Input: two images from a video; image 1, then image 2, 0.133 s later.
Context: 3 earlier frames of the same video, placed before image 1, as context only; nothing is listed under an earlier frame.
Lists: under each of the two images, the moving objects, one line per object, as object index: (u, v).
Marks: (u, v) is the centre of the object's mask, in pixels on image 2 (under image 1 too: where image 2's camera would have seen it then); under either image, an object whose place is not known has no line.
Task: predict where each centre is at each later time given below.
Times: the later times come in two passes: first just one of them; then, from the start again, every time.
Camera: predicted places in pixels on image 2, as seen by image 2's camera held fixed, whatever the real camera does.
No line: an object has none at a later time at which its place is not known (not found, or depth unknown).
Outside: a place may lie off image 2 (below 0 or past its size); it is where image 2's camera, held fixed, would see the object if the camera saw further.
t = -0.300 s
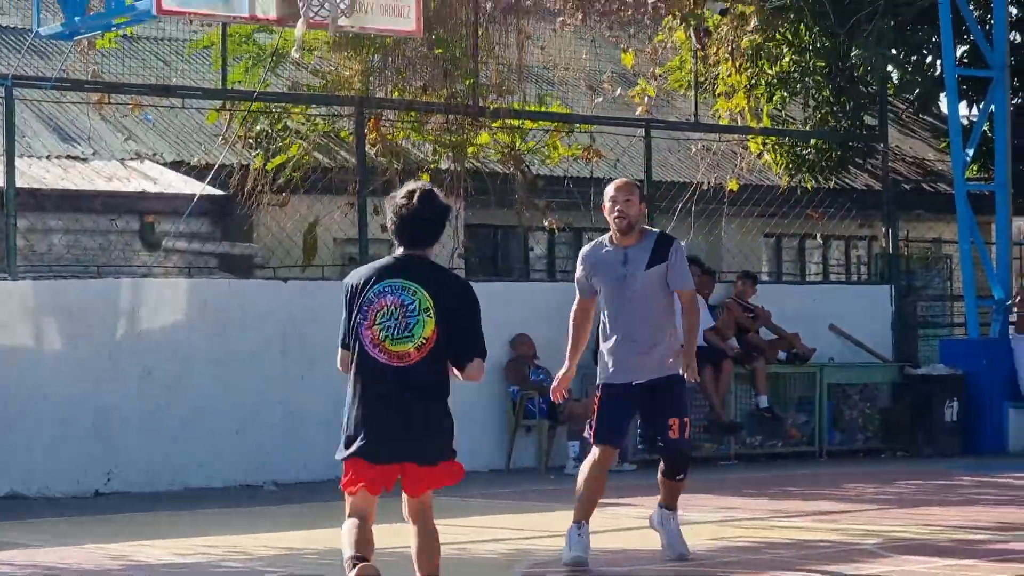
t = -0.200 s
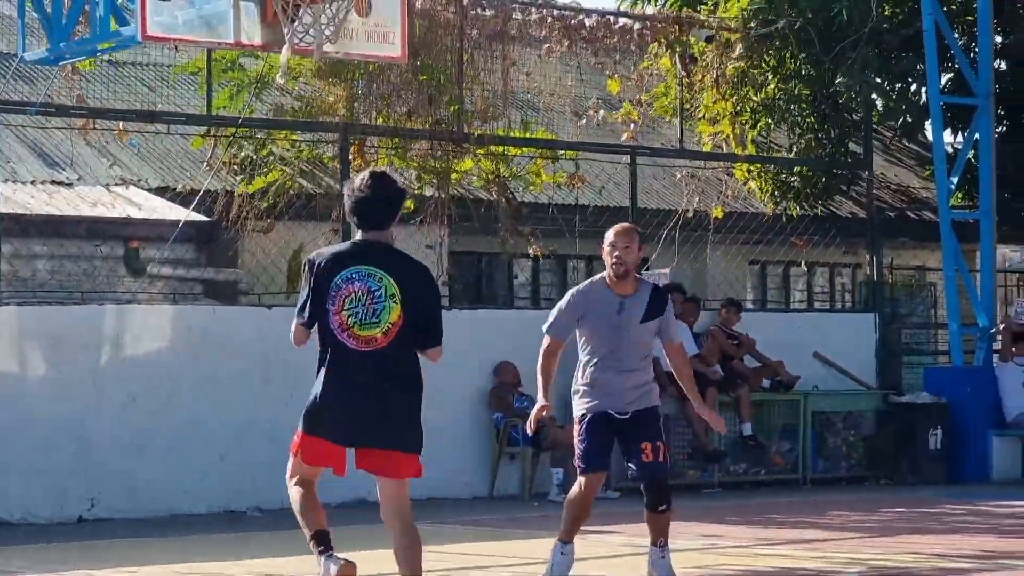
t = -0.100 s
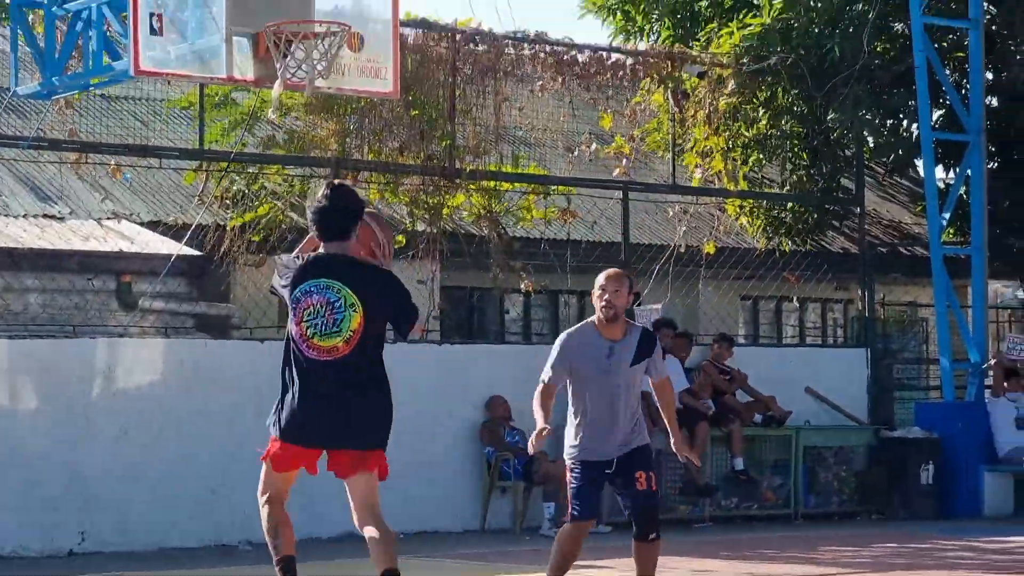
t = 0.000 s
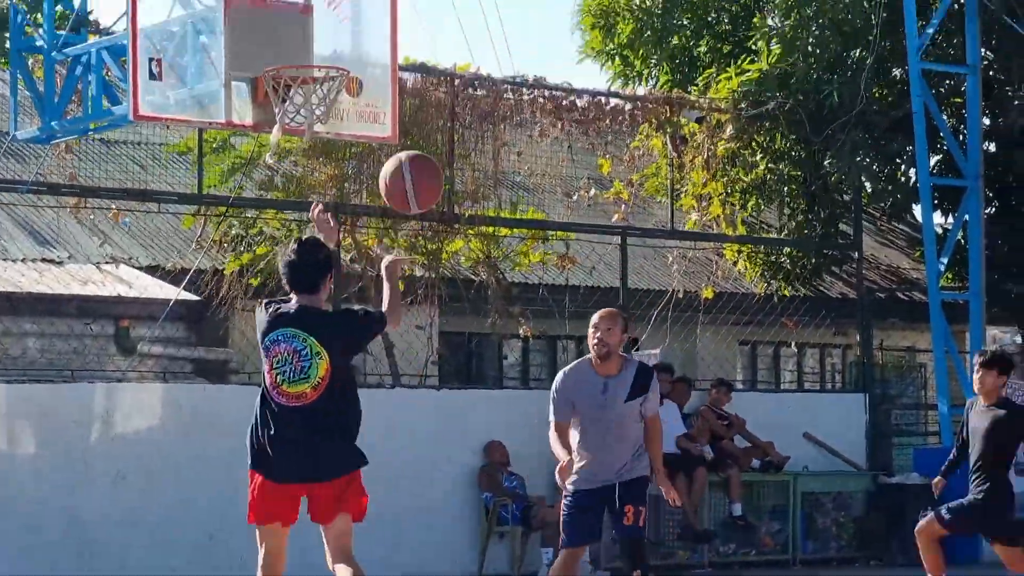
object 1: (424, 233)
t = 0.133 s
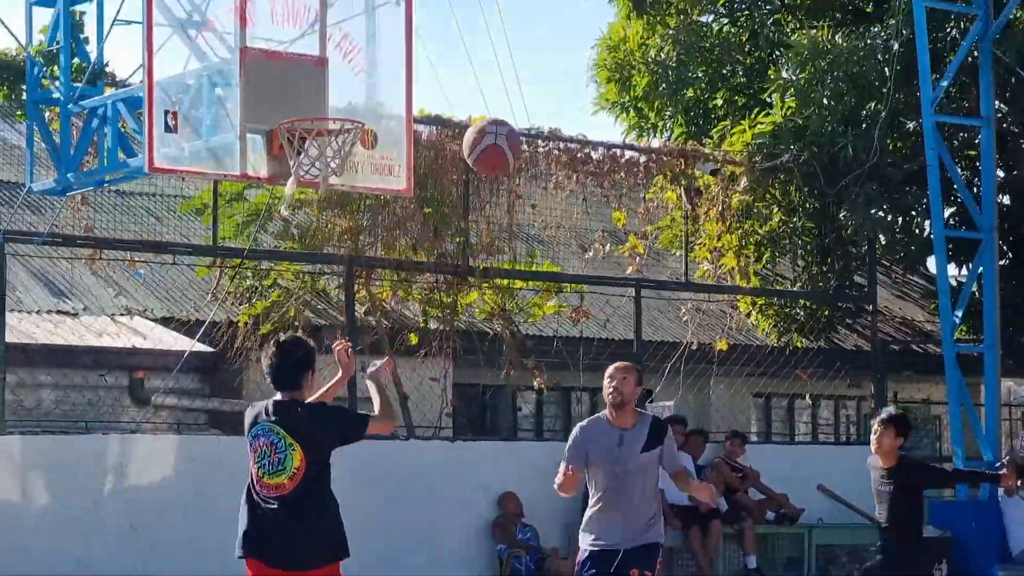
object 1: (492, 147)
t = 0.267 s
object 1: (549, 110)
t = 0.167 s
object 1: (507, 135)
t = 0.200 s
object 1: (522, 124)
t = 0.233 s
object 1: (537, 116)
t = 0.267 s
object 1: (549, 110)
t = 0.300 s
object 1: (562, 107)
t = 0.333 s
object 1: (574, 107)
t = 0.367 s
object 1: (586, 108)
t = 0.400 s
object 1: (597, 112)
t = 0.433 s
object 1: (607, 118)
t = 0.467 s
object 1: (617, 125)
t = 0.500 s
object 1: (627, 135)
